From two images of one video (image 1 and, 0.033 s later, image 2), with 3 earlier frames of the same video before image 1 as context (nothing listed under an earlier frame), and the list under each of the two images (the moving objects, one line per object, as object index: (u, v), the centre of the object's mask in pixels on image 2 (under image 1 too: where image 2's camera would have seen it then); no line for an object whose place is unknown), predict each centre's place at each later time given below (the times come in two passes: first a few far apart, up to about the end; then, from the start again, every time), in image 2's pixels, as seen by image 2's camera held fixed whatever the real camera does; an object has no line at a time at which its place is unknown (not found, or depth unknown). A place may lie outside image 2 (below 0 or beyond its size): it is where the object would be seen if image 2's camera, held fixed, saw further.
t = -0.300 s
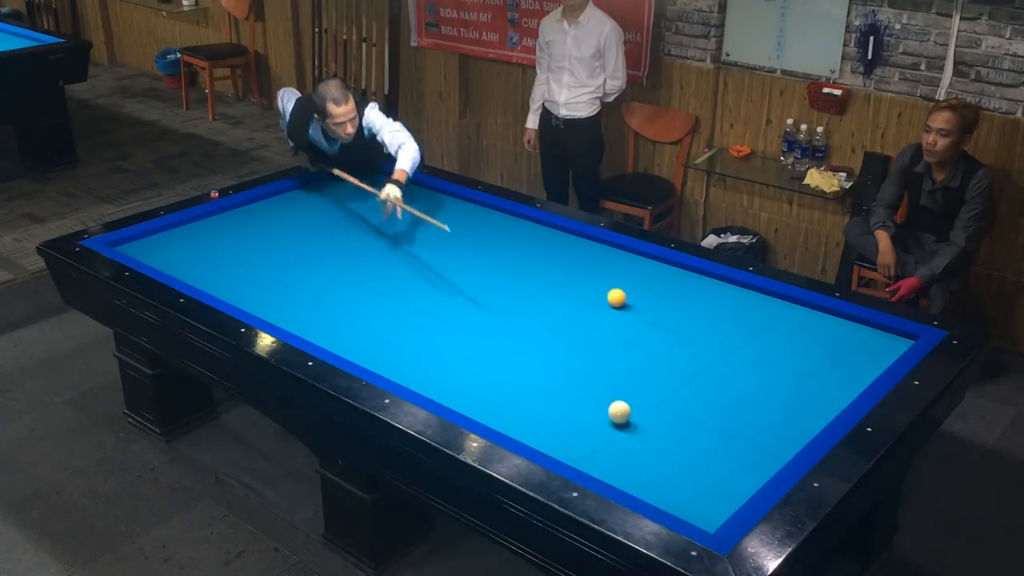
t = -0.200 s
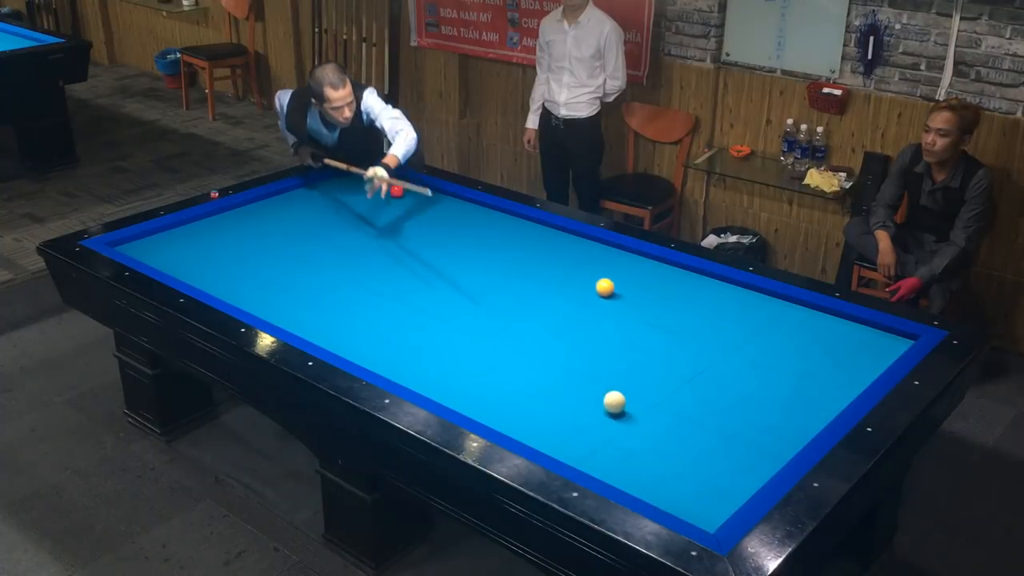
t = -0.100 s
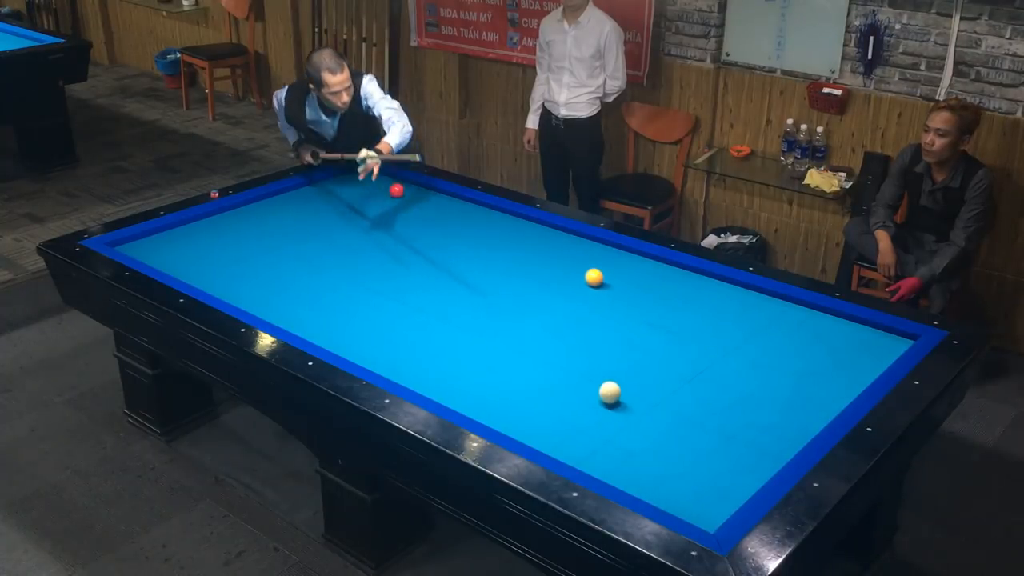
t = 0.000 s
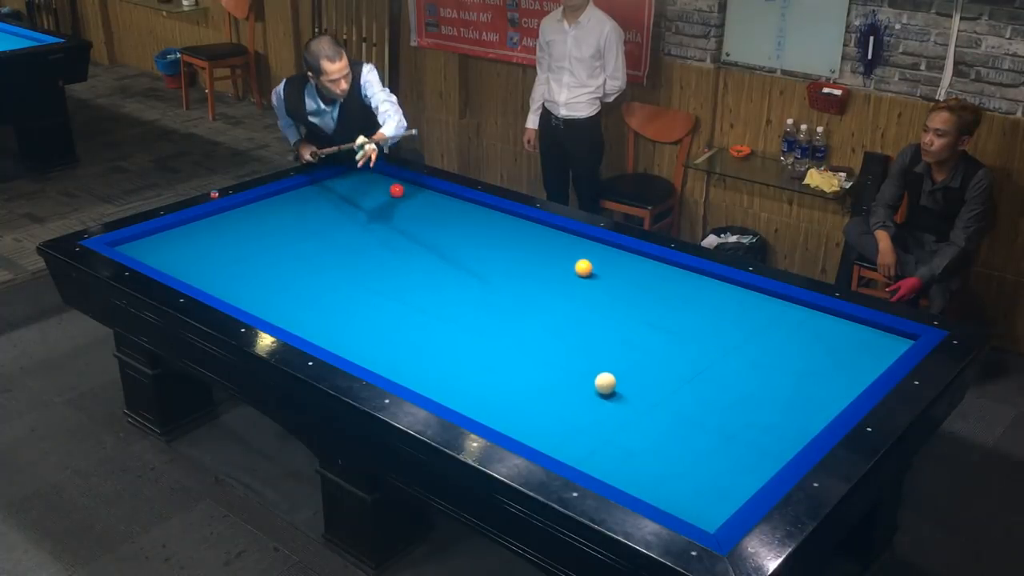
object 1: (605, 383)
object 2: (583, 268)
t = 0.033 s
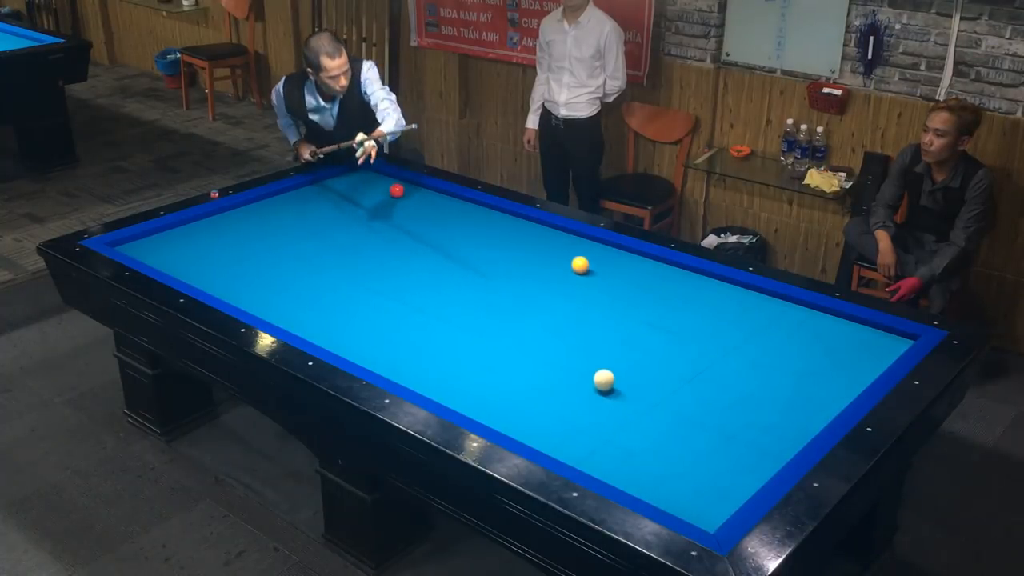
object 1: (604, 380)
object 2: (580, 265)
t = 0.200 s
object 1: (597, 366)
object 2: (564, 250)
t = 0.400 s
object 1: (589, 350)
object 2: (546, 234)
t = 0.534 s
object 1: (585, 340)
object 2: (535, 224)
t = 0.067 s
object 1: (602, 377)
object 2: (576, 262)
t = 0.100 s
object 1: (601, 374)
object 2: (573, 259)
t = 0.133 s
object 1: (599, 371)
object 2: (570, 256)
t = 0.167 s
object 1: (598, 368)
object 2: (567, 253)
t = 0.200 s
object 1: (597, 366)
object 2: (564, 250)
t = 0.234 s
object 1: (595, 363)
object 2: (561, 247)
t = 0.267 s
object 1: (594, 360)
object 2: (557, 245)
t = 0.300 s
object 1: (593, 357)
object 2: (555, 242)
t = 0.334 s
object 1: (592, 355)
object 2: (551, 239)
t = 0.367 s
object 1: (590, 352)
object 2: (549, 237)
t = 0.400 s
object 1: (589, 350)
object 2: (546, 234)
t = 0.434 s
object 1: (588, 347)
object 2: (543, 231)
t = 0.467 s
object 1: (587, 344)
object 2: (540, 229)
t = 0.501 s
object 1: (586, 342)
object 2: (538, 226)
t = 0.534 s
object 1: (585, 340)
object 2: (535, 224)
